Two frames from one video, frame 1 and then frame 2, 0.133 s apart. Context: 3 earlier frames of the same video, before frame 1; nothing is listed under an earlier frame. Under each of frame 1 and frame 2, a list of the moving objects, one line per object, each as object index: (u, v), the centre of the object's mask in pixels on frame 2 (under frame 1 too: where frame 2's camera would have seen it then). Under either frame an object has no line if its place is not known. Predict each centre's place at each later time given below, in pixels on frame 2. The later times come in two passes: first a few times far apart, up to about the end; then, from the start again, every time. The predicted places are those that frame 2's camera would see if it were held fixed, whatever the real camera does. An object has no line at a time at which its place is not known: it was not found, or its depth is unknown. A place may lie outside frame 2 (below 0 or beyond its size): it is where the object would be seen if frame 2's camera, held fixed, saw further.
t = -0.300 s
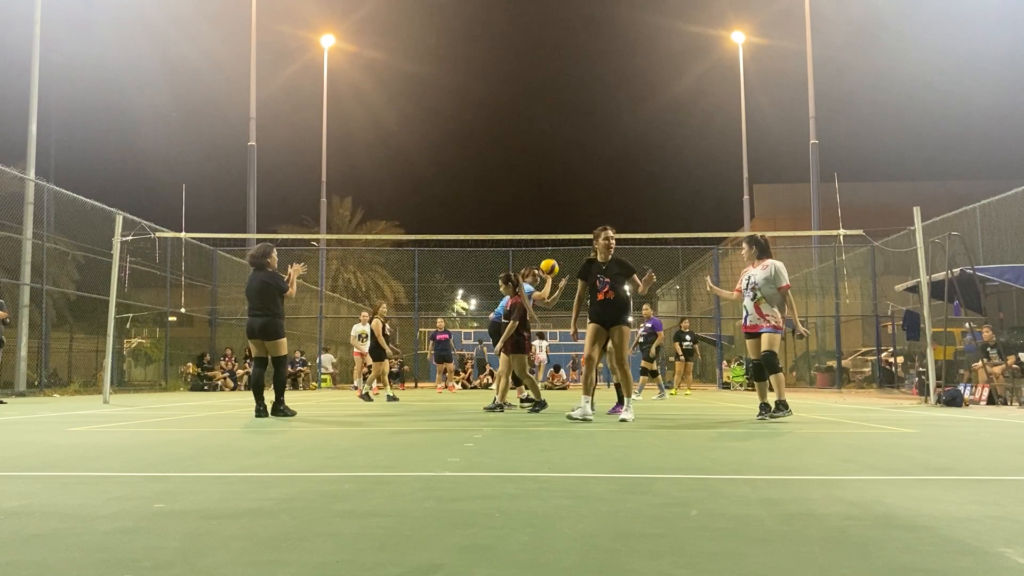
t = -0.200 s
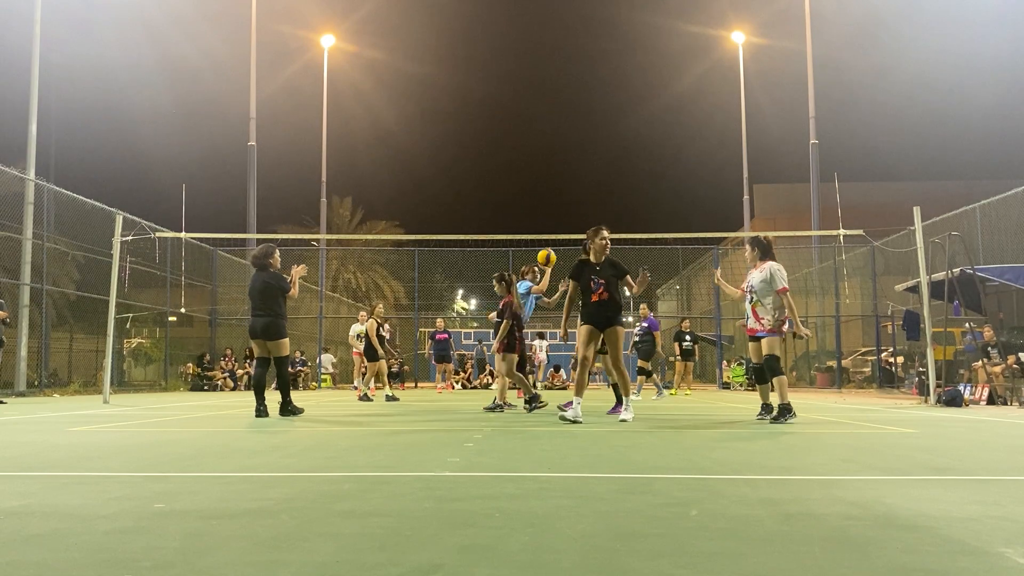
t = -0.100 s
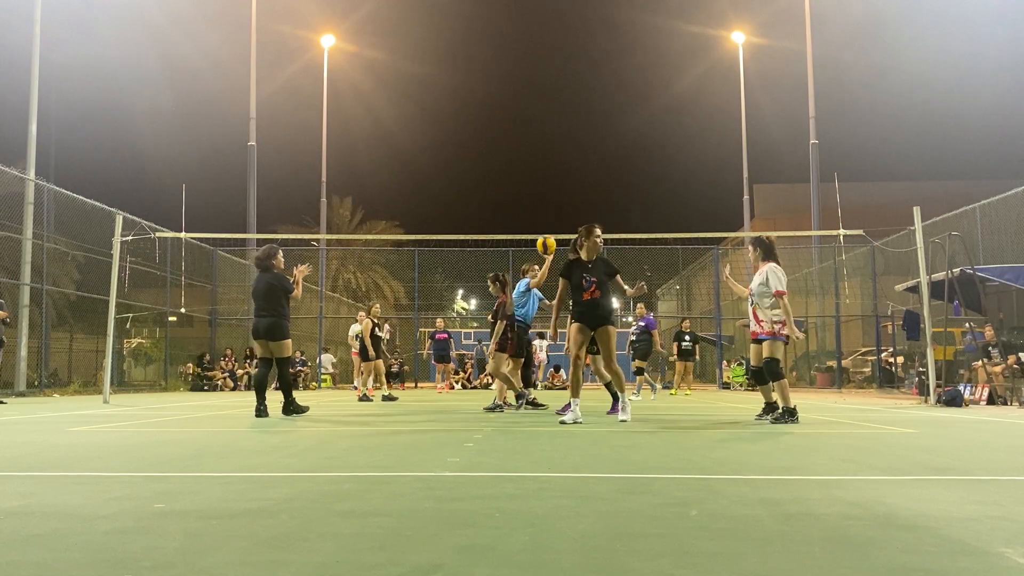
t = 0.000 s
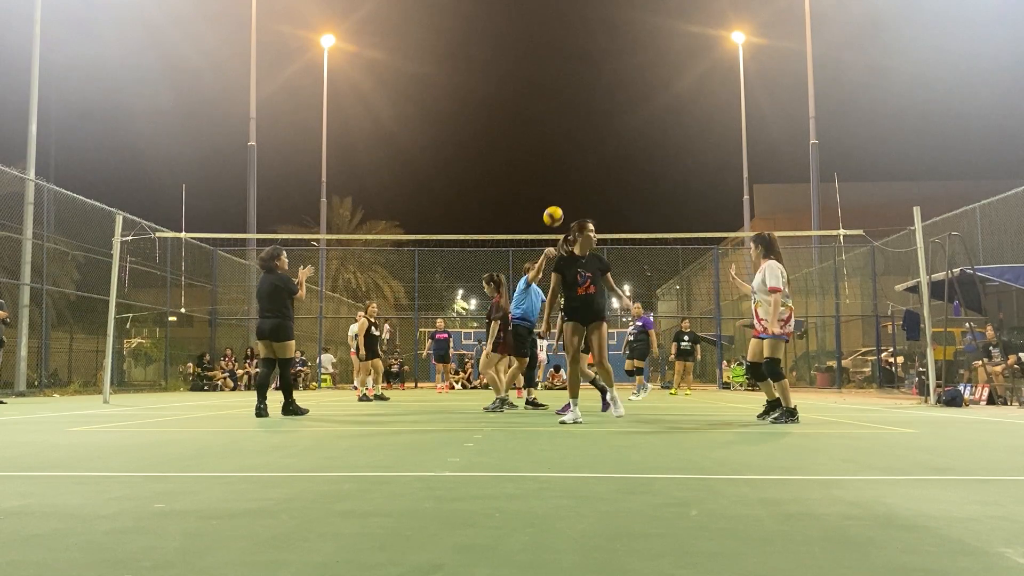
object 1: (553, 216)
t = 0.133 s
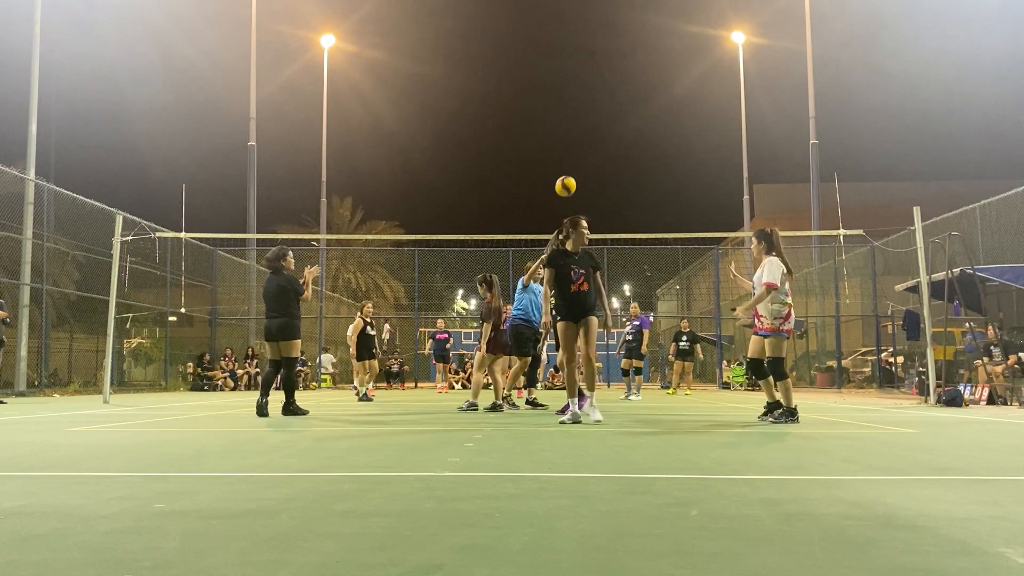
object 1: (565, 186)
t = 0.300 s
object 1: (583, 170)
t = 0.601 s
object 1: (620, 211)
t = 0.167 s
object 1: (569, 181)
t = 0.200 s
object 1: (572, 177)
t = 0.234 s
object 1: (575, 173)
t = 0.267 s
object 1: (579, 171)
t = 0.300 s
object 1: (583, 170)
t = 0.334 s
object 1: (586, 170)
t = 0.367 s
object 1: (590, 171)
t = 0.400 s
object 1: (594, 173)
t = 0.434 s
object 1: (598, 176)
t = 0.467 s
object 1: (602, 180)
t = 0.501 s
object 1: (606, 186)
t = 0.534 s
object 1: (610, 193)
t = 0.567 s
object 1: (615, 201)
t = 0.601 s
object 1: (620, 211)
